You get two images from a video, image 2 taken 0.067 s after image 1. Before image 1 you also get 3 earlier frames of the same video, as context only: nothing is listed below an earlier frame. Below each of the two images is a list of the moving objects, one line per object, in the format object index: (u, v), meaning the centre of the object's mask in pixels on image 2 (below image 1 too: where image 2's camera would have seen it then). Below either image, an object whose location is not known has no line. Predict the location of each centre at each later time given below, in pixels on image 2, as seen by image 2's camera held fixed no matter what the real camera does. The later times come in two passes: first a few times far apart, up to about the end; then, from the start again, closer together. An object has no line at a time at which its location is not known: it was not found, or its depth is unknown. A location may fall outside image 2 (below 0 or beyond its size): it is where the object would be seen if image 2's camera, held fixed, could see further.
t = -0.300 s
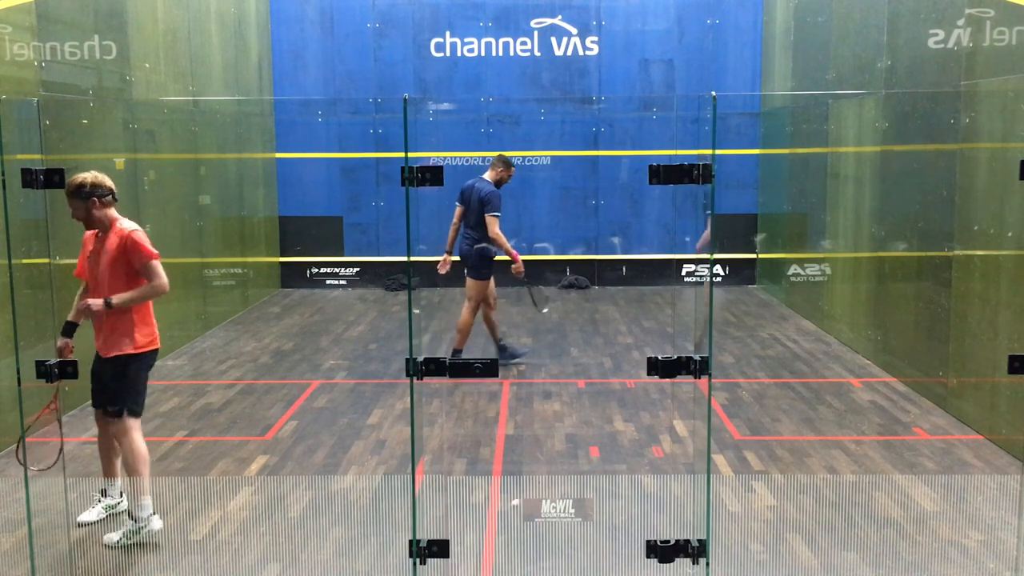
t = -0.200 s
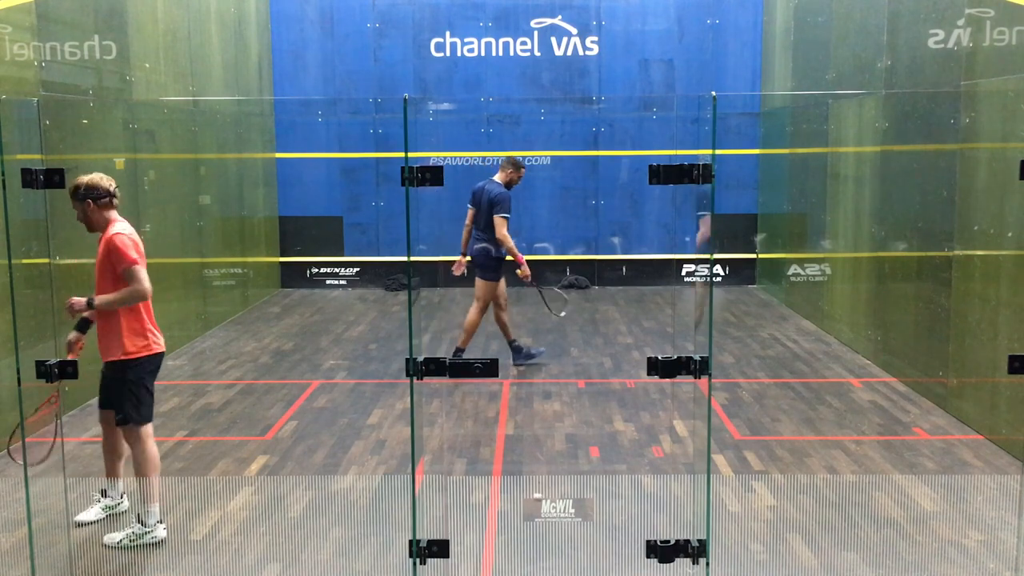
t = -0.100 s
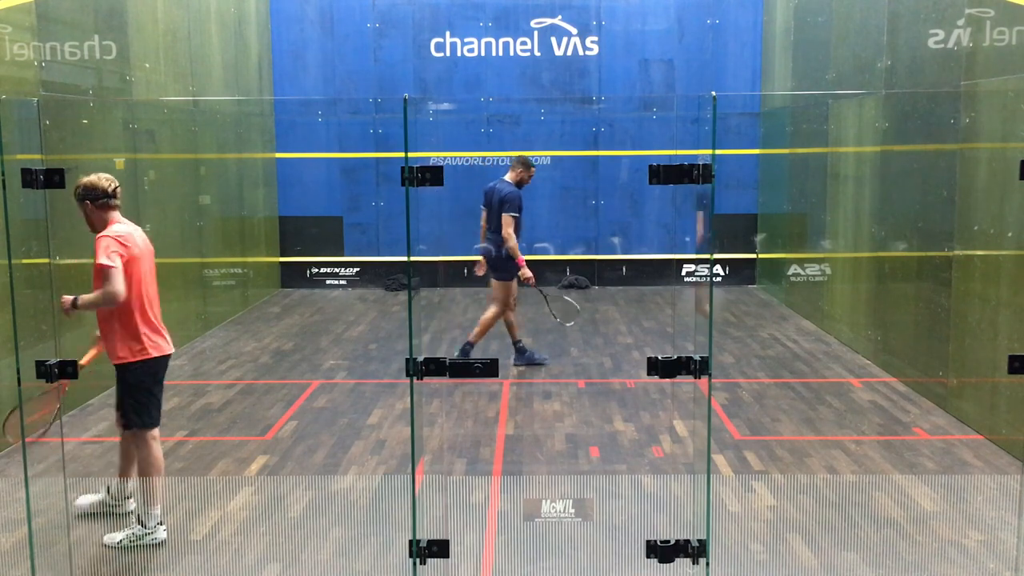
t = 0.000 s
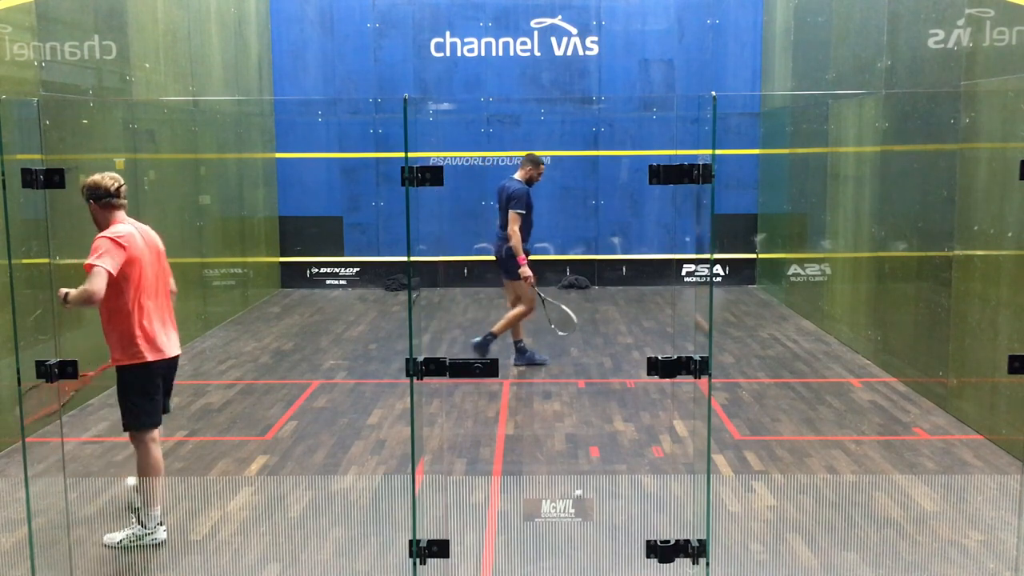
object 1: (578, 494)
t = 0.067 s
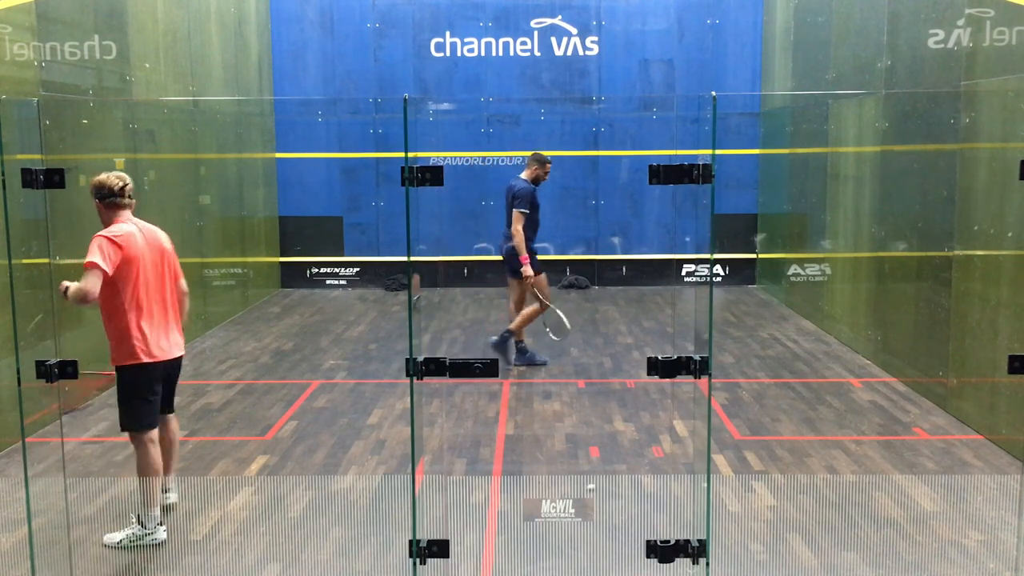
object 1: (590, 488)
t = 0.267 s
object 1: (624, 478)
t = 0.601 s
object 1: (675, 459)
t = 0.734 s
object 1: (692, 452)
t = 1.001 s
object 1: (727, 437)
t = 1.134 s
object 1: (742, 430)
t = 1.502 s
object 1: (781, 413)
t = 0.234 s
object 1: (619, 479)
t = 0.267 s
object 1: (624, 478)
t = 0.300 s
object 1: (630, 478)
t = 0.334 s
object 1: (635, 478)
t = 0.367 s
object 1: (641, 472)
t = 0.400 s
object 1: (646, 471)
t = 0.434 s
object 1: (651, 470)
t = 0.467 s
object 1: (656, 468)
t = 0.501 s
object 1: (661, 465)
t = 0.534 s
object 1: (666, 463)
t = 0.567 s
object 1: (670, 460)
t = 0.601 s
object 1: (675, 459)
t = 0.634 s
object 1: (680, 457)
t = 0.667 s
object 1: (685, 455)
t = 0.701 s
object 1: (689, 453)
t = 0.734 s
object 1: (692, 452)
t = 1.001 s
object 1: (727, 437)
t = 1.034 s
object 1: (731, 435)
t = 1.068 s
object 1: (735, 433)
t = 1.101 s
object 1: (739, 431)
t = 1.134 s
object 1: (742, 430)
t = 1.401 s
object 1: (771, 417)
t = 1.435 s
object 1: (775, 416)
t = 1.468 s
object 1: (778, 414)
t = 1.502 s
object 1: (781, 413)
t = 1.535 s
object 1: (784, 412)
